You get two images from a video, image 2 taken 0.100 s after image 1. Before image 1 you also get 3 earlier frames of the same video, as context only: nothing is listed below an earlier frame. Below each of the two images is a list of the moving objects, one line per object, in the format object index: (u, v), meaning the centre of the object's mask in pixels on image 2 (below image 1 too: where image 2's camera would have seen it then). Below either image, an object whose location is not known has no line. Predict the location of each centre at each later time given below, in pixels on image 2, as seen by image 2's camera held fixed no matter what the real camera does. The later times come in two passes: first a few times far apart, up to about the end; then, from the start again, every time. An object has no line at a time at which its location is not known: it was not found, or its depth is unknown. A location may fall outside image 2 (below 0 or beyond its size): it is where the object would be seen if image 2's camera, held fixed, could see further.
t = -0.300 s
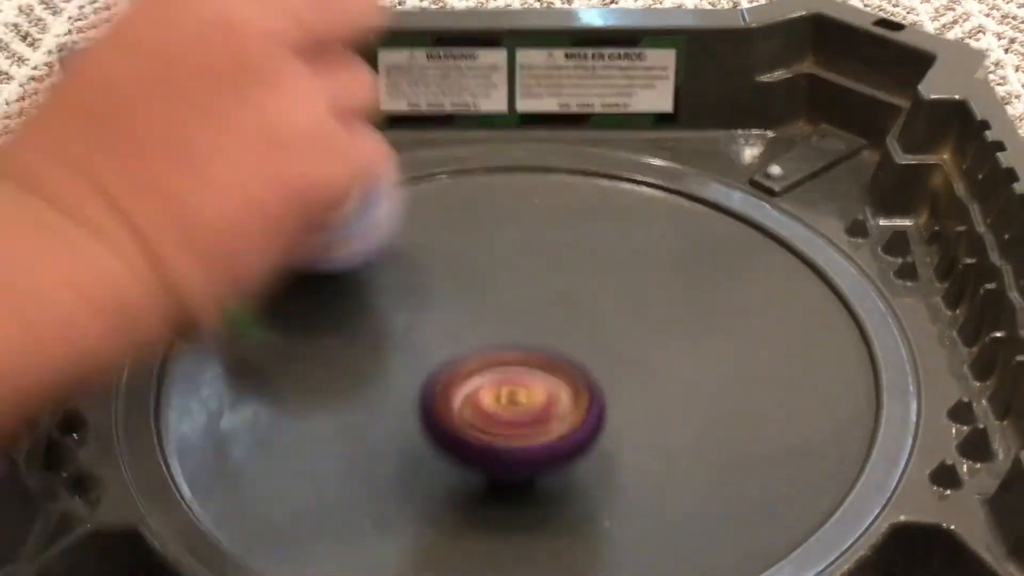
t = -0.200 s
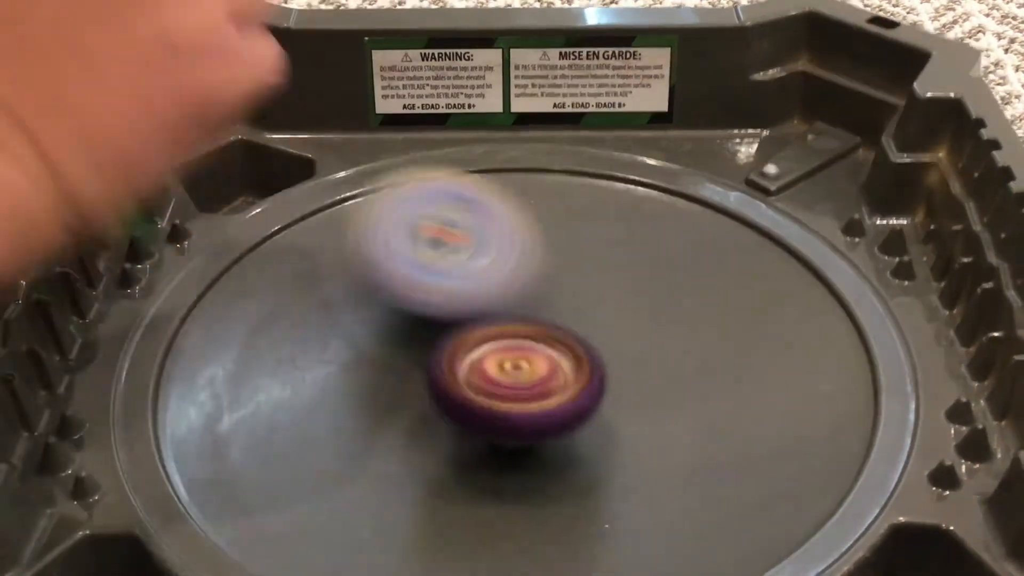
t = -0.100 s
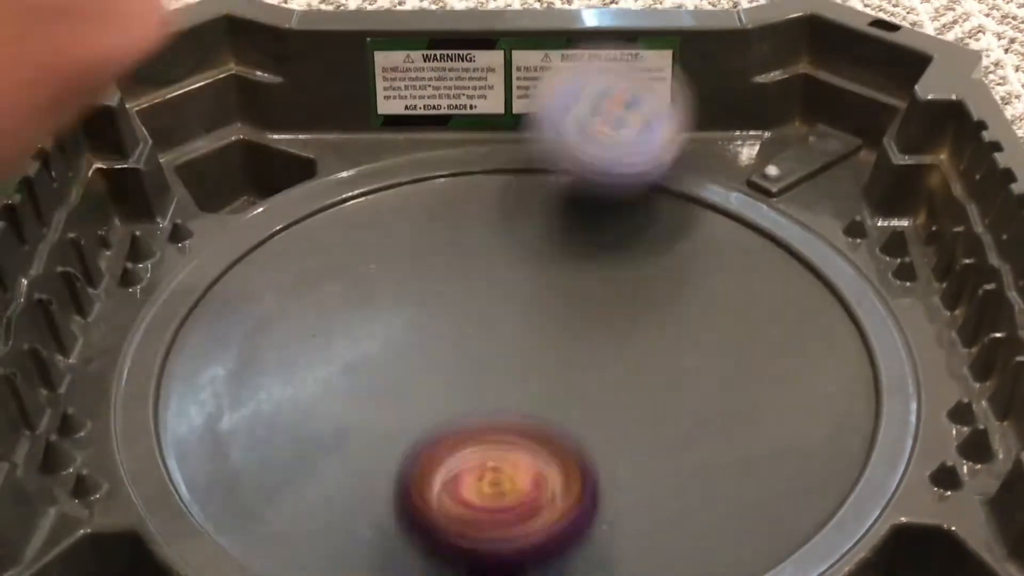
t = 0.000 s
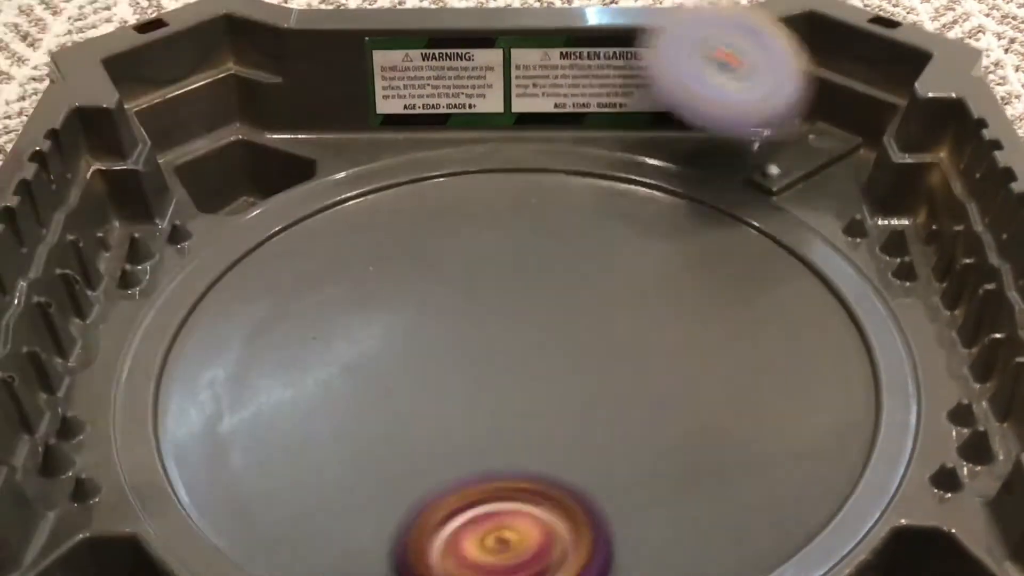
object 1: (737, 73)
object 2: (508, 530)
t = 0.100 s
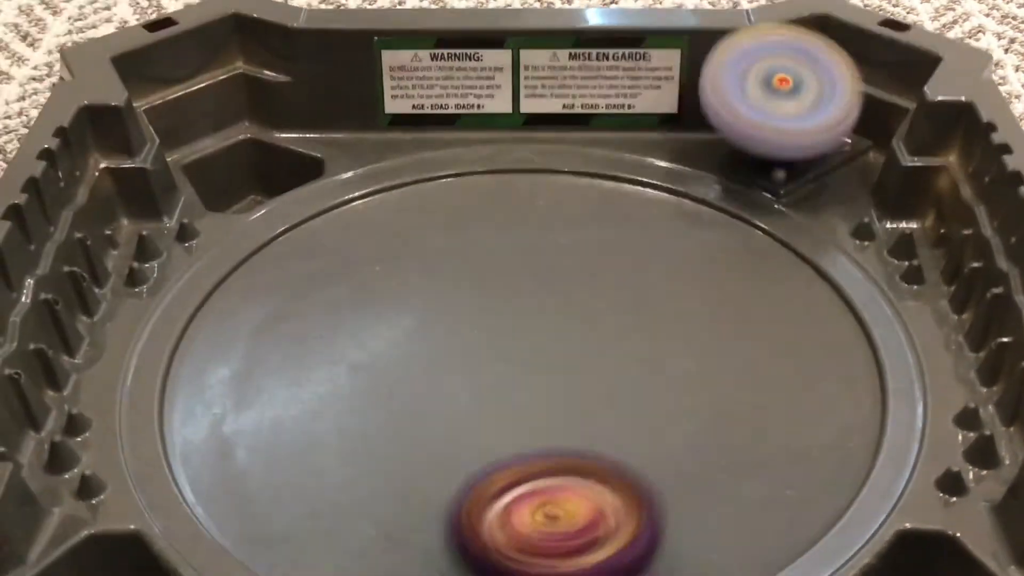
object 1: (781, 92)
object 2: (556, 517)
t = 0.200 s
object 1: (753, 106)
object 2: (609, 487)
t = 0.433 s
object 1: (757, 105)
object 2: (611, 384)
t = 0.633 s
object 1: (752, 106)
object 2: (524, 327)
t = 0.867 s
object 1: (756, 101)
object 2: (415, 303)
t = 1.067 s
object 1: (752, 102)
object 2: (357, 312)
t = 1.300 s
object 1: (743, 106)
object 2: (354, 345)
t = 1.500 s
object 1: (735, 103)
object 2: (427, 361)
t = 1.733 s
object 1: (723, 111)
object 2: (523, 339)
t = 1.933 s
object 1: (583, 180)
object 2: (521, 363)
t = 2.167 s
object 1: (359, 292)
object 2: (493, 478)
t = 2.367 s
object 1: (351, 461)
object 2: (688, 509)
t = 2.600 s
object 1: (600, 478)
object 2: (806, 418)
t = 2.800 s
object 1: (539, 354)
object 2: (836, 324)
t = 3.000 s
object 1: (311, 305)
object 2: (740, 281)
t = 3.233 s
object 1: (259, 440)
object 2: (594, 275)
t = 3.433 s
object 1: (581, 443)
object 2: (469, 290)
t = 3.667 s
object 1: (597, 214)
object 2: (346, 320)
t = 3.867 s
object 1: (360, 164)
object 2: (287, 359)
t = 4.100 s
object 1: (237, 289)
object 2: (360, 503)
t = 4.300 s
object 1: (477, 358)
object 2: (504, 519)
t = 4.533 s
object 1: (673, 213)
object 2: (633, 482)
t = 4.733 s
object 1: (538, 153)
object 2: (674, 412)
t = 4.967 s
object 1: (431, 310)
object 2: (654, 335)
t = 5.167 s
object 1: (643, 431)
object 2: (615, 277)
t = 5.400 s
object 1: (842, 299)
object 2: (548, 239)
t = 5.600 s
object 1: (652, 214)
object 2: (479, 238)
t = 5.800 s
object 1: (584, 304)
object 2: (255, 270)
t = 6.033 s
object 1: (662, 440)
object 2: (203, 328)
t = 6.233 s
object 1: (809, 384)
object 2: (242, 381)
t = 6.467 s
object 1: (587, 305)
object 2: (366, 425)
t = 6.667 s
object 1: (496, 218)
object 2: (320, 516)
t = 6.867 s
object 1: (370, 202)
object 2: (460, 507)
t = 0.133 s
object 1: (776, 95)
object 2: (575, 509)
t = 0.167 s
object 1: (764, 101)
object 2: (595, 501)
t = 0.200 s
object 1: (753, 106)
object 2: (609, 487)
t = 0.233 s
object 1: (748, 110)
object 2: (621, 472)
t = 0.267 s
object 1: (748, 113)
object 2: (628, 457)
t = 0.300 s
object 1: (746, 114)
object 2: (632, 442)
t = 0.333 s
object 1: (746, 115)
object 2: (632, 426)
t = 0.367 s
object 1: (747, 113)
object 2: (628, 411)
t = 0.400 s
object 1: (751, 110)
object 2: (621, 397)
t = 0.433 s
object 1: (757, 105)
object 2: (611, 384)
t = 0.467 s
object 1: (764, 99)
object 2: (600, 373)
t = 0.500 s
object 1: (768, 96)
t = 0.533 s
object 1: (763, 100)
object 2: (572, 352)
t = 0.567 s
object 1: (758, 103)
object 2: (557, 343)
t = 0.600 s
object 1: (754, 105)
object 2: (541, 334)
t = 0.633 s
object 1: (752, 106)
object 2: (524, 327)
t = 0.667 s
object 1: (754, 105)
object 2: (508, 320)
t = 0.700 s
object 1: (754, 103)
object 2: (490, 315)
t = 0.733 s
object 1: (759, 101)
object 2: (473, 310)
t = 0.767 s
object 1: (759, 99)
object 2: (457, 307)
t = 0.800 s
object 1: (756, 101)
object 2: (444, 305)
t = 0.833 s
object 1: (757, 101)
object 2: (429, 304)
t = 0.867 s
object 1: (756, 101)
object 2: (415, 303)
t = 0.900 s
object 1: (752, 101)
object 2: (402, 303)
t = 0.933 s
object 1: (752, 103)
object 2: (391, 303)
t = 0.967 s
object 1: (752, 103)
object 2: (380, 305)
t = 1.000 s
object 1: (750, 102)
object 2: (371, 307)
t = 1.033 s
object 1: (749, 101)
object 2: (363, 309)
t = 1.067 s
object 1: (752, 102)
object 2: (357, 312)
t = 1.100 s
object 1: (752, 101)
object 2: (351, 315)
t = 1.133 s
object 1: (751, 101)
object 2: (347, 319)
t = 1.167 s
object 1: (749, 103)
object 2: (344, 324)
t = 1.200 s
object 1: (747, 104)
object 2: (344, 329)
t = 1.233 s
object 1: (746, 105)
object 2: (344, 334)
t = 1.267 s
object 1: (743, 105)
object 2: (348, 340)
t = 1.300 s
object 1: (743, 106)
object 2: (354, 345)
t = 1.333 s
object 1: (742, 106)
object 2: (361, 349)
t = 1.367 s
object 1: (742, 106)
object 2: (372, 353)
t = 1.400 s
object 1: (739, 104)
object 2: (384, 357)
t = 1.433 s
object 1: (740, 106)
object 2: (397, 360)
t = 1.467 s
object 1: (740, 103)
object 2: (411, 360)
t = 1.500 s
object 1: (735, 103)
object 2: (427, 361)
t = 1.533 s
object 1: (734, 103)
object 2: (443, 360)
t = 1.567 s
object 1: (737, 106)
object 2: (460, 358)
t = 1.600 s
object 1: (737, 104)
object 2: (475, 355)
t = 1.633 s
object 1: (733, 106)
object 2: (489, 352)
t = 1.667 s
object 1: (734, 108)
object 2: (502, 349)
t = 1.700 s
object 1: (732, 110)
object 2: (513, 344)
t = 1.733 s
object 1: (723, 111)
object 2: (523, 339)
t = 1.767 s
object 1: (712, 117)
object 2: (532, 334)
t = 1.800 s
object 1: (695, 130)
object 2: (540, 330)
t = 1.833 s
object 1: (672, 154)
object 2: (547, 325)
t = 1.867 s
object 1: (640, 179)
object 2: (553, 319)
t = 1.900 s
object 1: (604, 194)
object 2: (549, 328)
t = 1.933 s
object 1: (583, 180)
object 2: (521, 363)
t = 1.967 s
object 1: (556, 173)
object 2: (499, 393)
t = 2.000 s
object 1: (527, 174)
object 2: (481, 417)
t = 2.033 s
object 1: (491, 182)
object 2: (469, 438)
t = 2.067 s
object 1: (455, 198)
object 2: (465, 452)
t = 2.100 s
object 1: (416, 223)
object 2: (469, 464)
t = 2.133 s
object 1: (383, 255)
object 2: (480, 472)
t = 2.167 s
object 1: (359, 292)
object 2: (493, 478)
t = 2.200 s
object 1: (346, 333)
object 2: (508, 485)
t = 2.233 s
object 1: (345, 375)
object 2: (524, 489)
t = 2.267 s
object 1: (358, 415)
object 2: (544, 494)
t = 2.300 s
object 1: (347, 433)
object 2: (603, 505)
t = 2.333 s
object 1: (343, 447)
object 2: (654, 510)
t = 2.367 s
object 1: (351, 461)
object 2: (688, 509)
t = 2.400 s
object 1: (371, 475)
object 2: (714, 506)
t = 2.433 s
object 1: (402, 486)
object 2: (729, 498)
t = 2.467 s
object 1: (446, 493)
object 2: (740, 486)
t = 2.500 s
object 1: (498, 496)
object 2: (747, 473)
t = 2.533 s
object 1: (545, 494)
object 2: (760, 458)
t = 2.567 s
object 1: (571, 488)
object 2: (789, 436)
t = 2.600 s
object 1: (600, 478)
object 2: (806, 418)
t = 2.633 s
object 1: (624, 458)
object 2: (820, 400)
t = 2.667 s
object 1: (623, 440)
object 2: (840, 378)
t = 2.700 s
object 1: (615, 418)
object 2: (847, 362)
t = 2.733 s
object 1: (598, 395)
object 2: (848, 347)
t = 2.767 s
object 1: (573, 374)
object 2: (844, 335)
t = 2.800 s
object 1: (539, 354)
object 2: (836, 324)
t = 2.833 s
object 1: (505, 338)
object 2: (826, 313)
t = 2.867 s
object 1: (467, 323)
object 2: (812, 304)
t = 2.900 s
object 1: (426, 312)
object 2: (796, 296)
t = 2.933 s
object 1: (387, 305)
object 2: (779, 290)
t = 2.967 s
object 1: (347, 302)
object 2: (759, 285)
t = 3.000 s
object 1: (311, 305)
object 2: (740, 281)
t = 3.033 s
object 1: (274, 309)
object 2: (720, 278)
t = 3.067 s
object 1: (239, 323)
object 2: (701, 275)
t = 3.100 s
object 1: (209, 339)
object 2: (679, 273)
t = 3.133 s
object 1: (188, 357)
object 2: (659, 273)
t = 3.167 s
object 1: (198, 384)
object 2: (636, 273)
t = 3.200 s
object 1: (228, 414)
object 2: (616, 274)
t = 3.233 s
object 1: (259, 440)
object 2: (594, 275)
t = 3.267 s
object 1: (300, 470)
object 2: (573, 276)
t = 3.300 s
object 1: (356, 483)
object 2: (552, 279)
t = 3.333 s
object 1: (414, 490)
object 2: (530, 281)
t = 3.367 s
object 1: (478, 484)
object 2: (510, 283)
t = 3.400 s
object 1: (534, 469)
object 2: (489, 287)
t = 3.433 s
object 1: (581, 443)
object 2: (469, 290)
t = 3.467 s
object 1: (617, 414)
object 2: (449, 293)
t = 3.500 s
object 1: (641, 377)
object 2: (430, 297)
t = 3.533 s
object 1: (655, 341)
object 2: (412, 301)
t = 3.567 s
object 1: (654, 307)
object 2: (394, 305)
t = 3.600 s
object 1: (644, 272)
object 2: (377, 310)
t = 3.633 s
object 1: (624, 244)
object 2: (361, 314)
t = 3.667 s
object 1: (597, 214)
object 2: (346, 320)
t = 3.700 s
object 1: (565, 190)
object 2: (332, 325)
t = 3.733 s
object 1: (529, 171)
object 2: (319, 331)
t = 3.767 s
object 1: (488, 157)
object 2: (308, 339)
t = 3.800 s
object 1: (443, 145)
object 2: (299, 344)
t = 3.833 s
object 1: (398, 143)
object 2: (292, 351)
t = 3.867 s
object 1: (360, 164)
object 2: (287, 359)
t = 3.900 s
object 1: (326, 189)
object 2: (283, 365)
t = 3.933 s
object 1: (291, 217)
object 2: (282, 373)
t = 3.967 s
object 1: (258, 244)
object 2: (283, 381)
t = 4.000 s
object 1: (234, 252)
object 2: (292, 415)
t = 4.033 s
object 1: (224, 254)
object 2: (314, 455)
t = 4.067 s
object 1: (229, 269)
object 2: (335, 486)
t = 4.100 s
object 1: (237, 289)
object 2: (360, 503)
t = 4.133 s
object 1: (254, 308)
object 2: (388, 510)
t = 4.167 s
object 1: (285, 329)
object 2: (412, 515)
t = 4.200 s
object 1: (324, 346)
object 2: (433, 517)
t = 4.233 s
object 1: (369, 357)
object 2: (458, 519)
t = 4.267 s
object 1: (426, 361)
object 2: (482, 519)
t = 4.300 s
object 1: (477, 358)
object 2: (504, 519)
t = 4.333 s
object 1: (527, 348)
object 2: (527, 517)
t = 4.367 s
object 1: (569, 333)
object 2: (547, 515)
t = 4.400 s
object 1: (605, 314)
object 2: (568, 512)
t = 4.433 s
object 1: (634, 291)
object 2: (586, 507)
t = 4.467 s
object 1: (655, 267)
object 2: (605, 500)
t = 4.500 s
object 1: (667, 240)
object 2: (620, 492)
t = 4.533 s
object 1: (673, 213)
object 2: (633, 482)
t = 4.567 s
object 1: (670, 188)
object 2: (645, 471)
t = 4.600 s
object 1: (661, 163)
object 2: (655, 460)
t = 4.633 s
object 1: (643, 145)
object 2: (662, 448)
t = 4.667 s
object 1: (611, 141)
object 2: (667, 436)
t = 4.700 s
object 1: (573, 147)
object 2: (672, 424)
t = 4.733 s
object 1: (538, 153)
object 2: (674, 412)
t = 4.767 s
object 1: (505, 160)
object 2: (675, 400)
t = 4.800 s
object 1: (474, 172)
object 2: (674, 388)
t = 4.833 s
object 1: (449, 190)
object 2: (673, 377)
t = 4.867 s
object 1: (429, 216)
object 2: (670, 366)
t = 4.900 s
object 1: (419, 246)
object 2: (665, 355)
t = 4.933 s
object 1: (420, 278)
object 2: (660, 344)
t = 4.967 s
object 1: (431, 310)
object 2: (654, 335)
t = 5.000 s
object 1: (451, 343)
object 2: (648, 325)
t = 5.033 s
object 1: (481, 372)
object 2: (641, 314)
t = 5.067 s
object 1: (514, 397)
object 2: (638, 304)
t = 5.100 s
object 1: (552, 416)
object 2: (631, 293)
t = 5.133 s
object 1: (594, 426)
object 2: (623, 284)
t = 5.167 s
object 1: (643, 431)
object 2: (615, 277)
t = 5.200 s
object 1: (689, 427)
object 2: (606, 271)
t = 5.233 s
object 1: (737, 416)
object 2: (598, 264)
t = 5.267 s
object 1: (779, 400)
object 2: (588, 257)
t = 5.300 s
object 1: (819, 378)
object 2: (579, 252)
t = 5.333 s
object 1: (848, 350)
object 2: (568, 247)
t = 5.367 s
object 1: (851, 325)
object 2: (558, 242)
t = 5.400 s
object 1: (842, 299)
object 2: (548, 239)
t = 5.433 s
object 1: (828, 275)
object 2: (538, 237)
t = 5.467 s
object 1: (808, 251)
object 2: (528, 235)
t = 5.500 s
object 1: (778, 231)
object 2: (517, 234)
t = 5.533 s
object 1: (741, 220)
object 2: (506, 234)
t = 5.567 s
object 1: (695, 215)
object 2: (495, 236)
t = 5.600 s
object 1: (652, 214)
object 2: (479, 238)
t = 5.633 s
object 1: (651, 218)
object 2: (422, 240)
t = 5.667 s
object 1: (642, 227)
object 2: (370, 244)
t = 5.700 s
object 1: (626, 240)
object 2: (323, 249)
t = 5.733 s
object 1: (608, 260)
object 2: (292, 255)
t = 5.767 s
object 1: (594, 281)
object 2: (271, 263)
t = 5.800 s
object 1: (584, 304)
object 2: (255, 270)
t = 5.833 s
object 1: (580, 331)
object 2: (241, 278)
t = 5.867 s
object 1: (580, 355)
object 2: (231, 286)
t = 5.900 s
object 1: (586, 379)
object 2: (222, 293)
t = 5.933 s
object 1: (598, 400)
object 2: (214, 301)
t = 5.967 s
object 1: (616, 418)
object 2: (208, 309)
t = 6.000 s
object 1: (638, 432)
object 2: (204, 318)
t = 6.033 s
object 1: (662, 440)
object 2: (203, 328)
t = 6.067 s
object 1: (693, 444)
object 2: (203, 336)
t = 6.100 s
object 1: (725, 443)
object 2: (206, 345)
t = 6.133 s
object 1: (754, 437)
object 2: (212, 355)
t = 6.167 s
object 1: (780, 422)
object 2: (219, 365)
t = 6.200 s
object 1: (801, 404)
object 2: (229, 374)
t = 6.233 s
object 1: (809, 384)
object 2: (242, 381)
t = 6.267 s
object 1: (807, 363)
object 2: (256, 390)
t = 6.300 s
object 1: (791, 343)
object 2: (272, 398)
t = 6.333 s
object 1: (760, 327)
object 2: (289, 404)
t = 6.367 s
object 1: (727, 316)
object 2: (308, 410)
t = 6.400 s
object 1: (683, 309)
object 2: (328, 415)
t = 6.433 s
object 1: (637, 305)
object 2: (347, 421)
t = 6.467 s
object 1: (587, 305)
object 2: (366, 425)
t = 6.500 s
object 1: (539, 309)
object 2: (385, 428)
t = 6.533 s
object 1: (495, 314)
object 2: (399, 433)
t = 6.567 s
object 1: (491, 290)
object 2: (361, 463)
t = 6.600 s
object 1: (498, 260)
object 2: (326, 501)
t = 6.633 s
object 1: (498, 237)
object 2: (309, 513)
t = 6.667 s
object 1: (496, 218)
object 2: (320, 516)
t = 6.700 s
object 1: (486, 204)
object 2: (338, 518)
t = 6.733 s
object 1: (472, 196)
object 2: (364, 520)
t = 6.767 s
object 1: (453, 191)
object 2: (392, 520)
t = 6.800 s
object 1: (430, 191)
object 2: (418, 517)
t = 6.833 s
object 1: (402, 194)
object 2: (439, 513)
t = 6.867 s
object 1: (370, 202)
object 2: (460, 507)
